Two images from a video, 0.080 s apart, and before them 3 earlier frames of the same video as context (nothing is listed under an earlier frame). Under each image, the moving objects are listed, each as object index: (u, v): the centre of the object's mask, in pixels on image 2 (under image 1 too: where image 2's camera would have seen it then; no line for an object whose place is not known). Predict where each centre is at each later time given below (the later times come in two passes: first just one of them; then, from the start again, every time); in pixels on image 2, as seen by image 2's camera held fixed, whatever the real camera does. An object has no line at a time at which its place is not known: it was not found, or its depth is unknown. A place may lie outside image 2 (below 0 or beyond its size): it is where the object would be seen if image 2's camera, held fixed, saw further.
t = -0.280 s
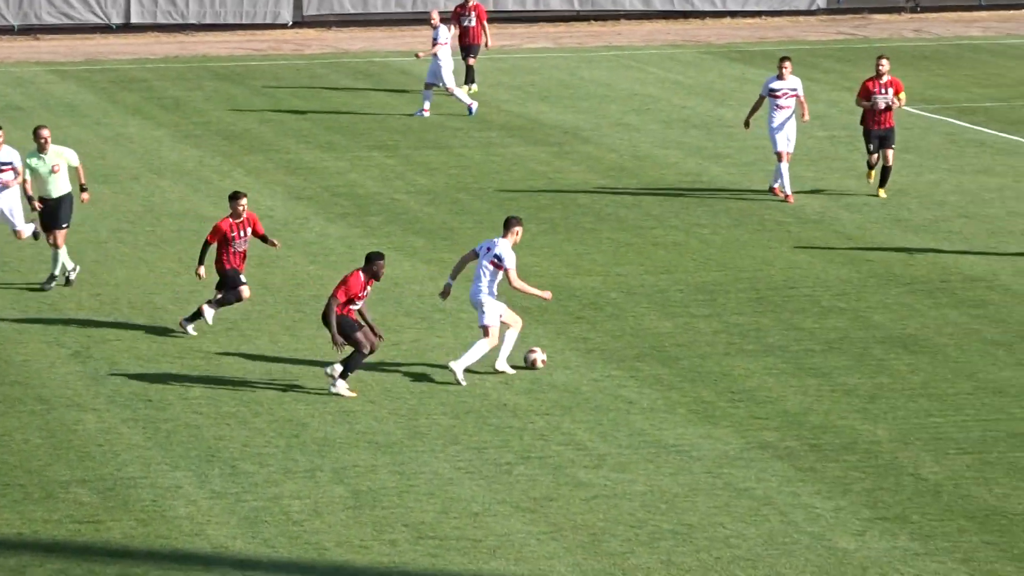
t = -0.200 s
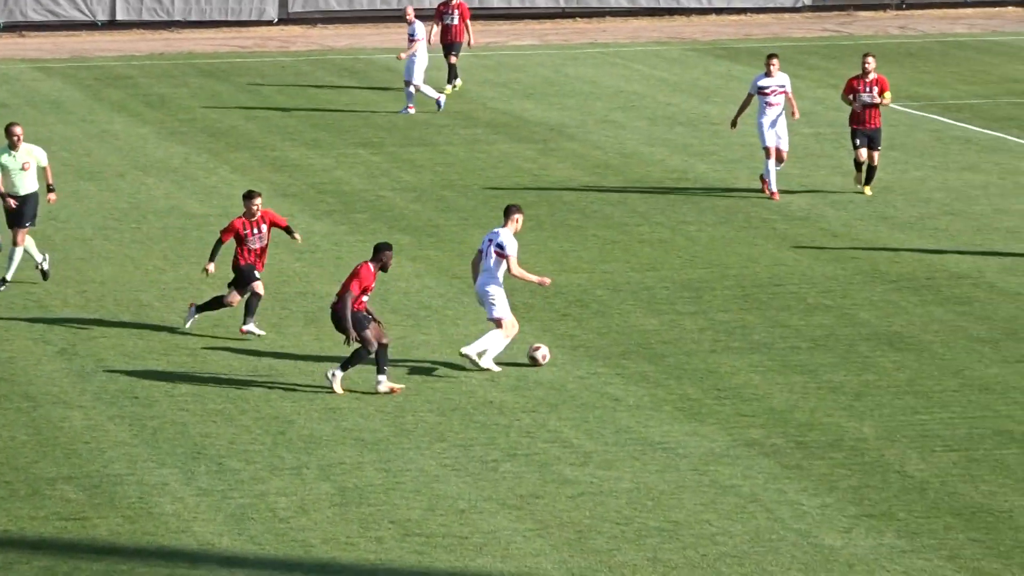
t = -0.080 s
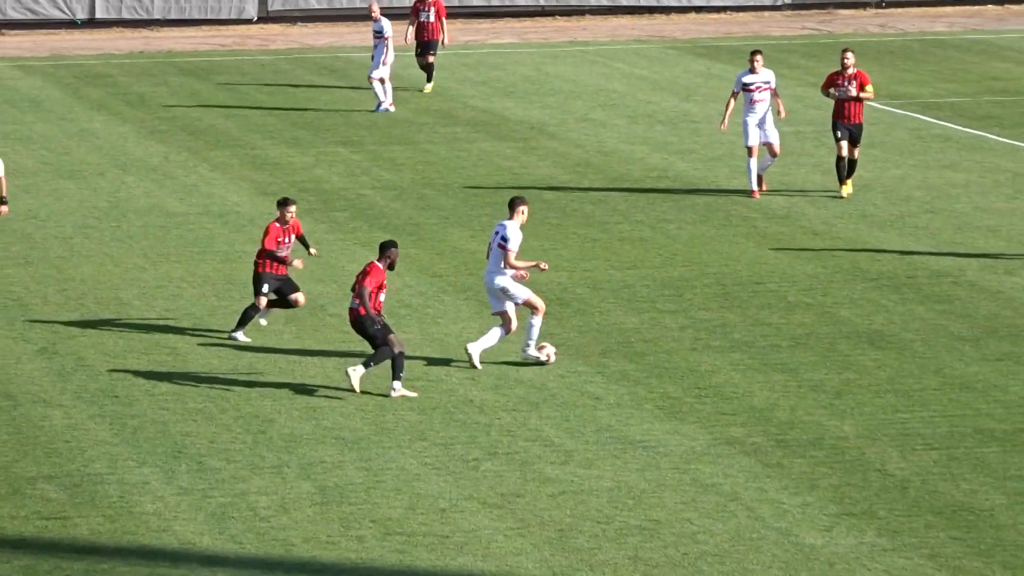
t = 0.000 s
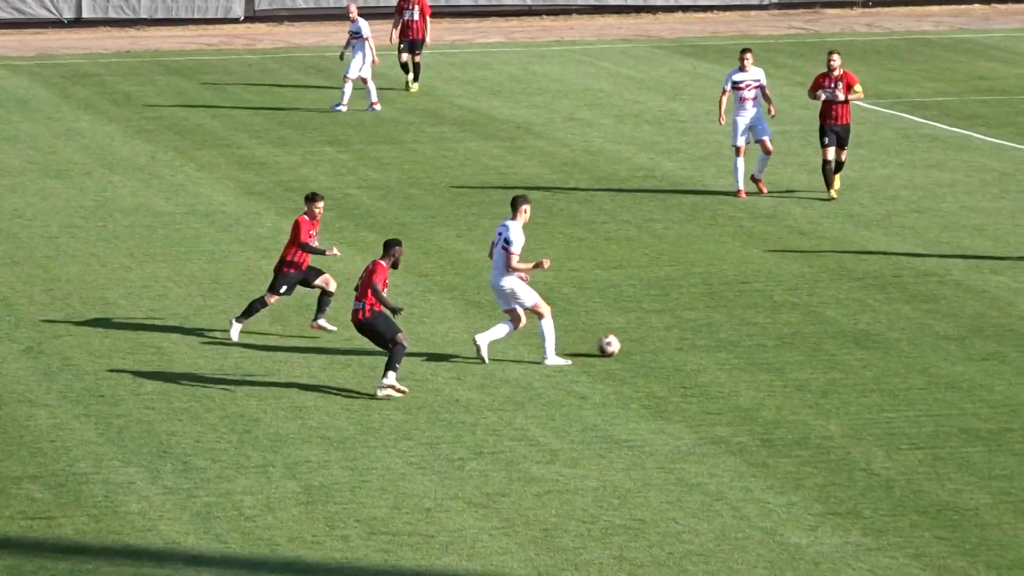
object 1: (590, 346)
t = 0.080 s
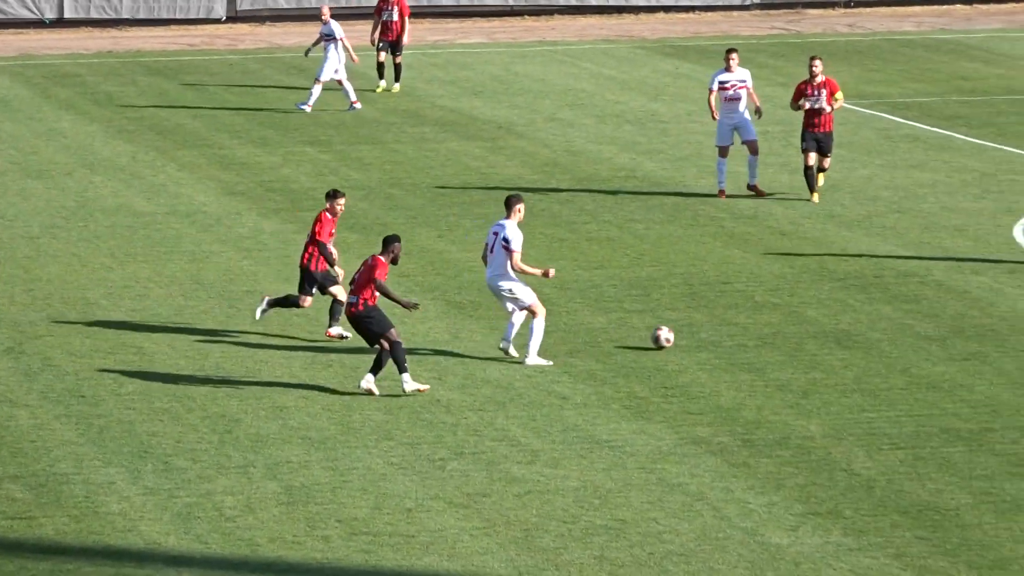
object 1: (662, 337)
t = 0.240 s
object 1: (791, 322)
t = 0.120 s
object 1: (698, 335)
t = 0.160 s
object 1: (731, 332)
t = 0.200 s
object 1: (761, 326)
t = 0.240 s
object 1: (791, 322)
